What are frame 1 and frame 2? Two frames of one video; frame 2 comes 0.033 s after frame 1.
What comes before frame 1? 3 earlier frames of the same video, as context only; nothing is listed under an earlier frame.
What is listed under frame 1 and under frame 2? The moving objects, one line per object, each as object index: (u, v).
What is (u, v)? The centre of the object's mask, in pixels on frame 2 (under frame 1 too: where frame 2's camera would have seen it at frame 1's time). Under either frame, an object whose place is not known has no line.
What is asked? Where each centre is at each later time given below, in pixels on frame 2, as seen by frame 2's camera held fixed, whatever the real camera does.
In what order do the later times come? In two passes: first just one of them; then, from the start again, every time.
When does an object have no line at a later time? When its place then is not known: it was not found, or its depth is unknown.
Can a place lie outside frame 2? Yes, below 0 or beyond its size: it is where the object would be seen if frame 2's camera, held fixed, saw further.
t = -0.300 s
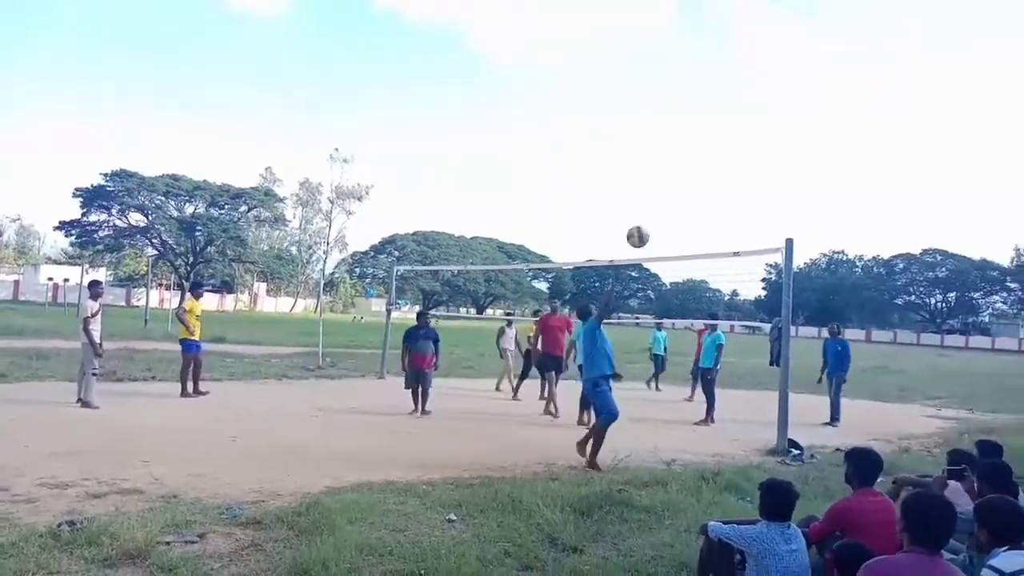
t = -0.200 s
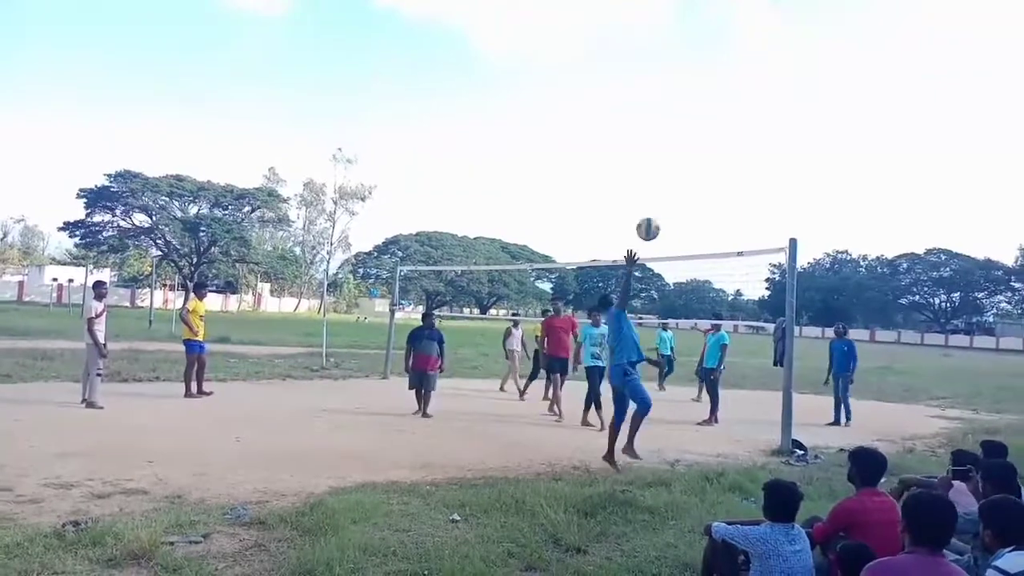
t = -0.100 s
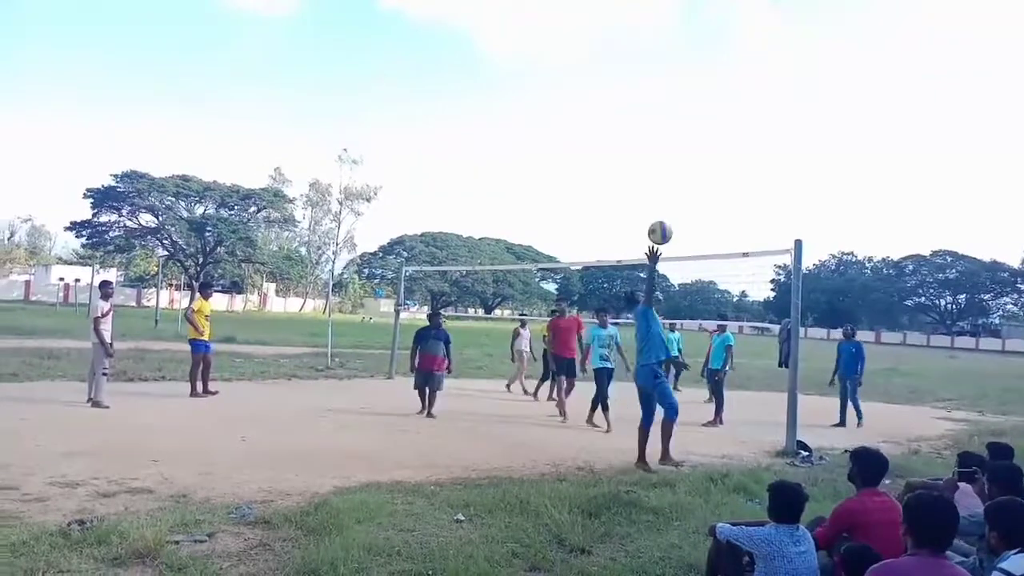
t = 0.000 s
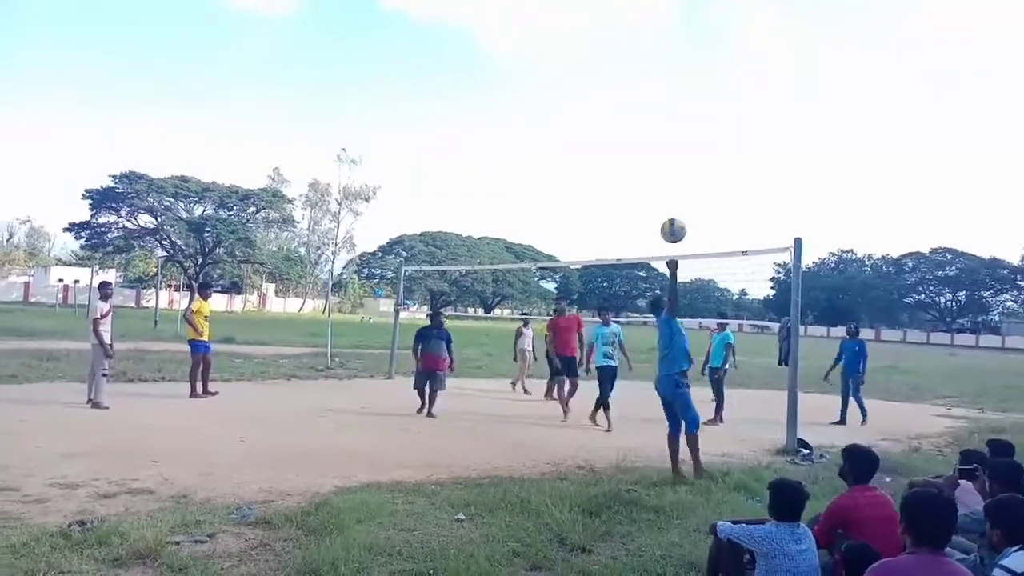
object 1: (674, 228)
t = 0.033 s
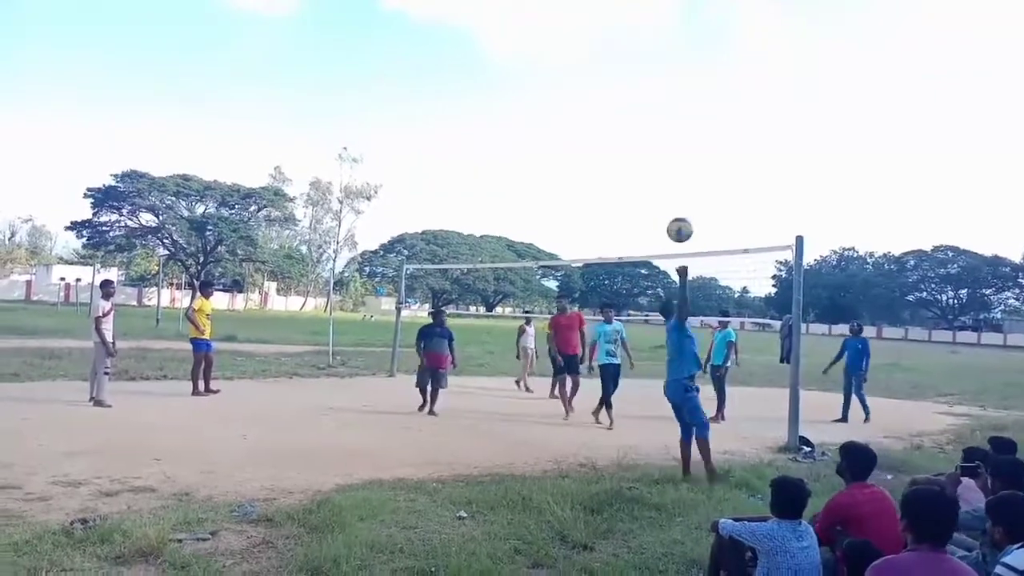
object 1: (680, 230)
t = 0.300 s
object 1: (725, 290)
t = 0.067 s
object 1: (685, 232)
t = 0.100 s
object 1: (690, 235)
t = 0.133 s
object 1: (696, 241)
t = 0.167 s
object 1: (701, 247)
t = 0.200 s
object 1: (707, 256)
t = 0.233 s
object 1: (713, 266)
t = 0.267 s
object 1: (719, 277)
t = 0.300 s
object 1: (725, 290)
